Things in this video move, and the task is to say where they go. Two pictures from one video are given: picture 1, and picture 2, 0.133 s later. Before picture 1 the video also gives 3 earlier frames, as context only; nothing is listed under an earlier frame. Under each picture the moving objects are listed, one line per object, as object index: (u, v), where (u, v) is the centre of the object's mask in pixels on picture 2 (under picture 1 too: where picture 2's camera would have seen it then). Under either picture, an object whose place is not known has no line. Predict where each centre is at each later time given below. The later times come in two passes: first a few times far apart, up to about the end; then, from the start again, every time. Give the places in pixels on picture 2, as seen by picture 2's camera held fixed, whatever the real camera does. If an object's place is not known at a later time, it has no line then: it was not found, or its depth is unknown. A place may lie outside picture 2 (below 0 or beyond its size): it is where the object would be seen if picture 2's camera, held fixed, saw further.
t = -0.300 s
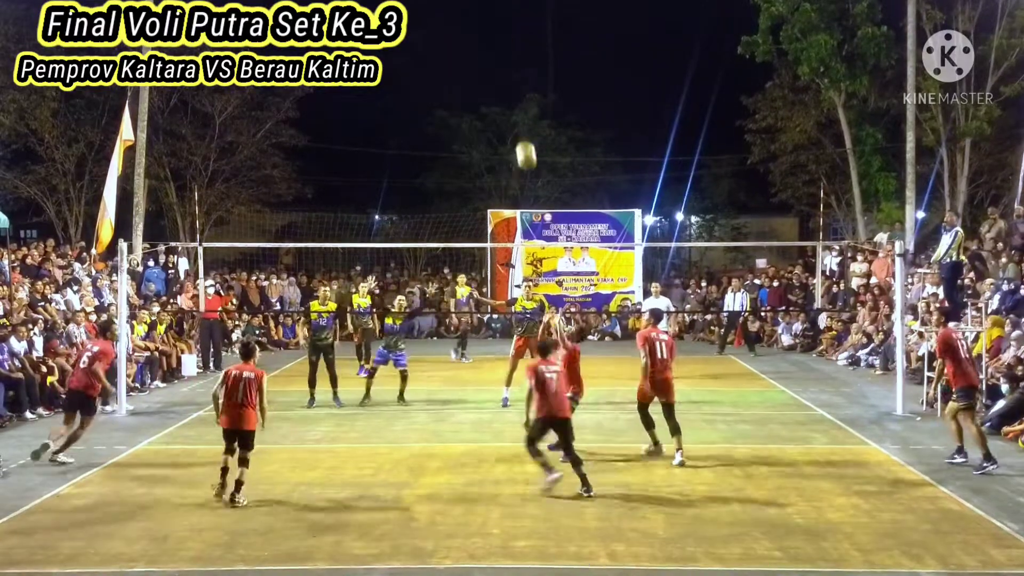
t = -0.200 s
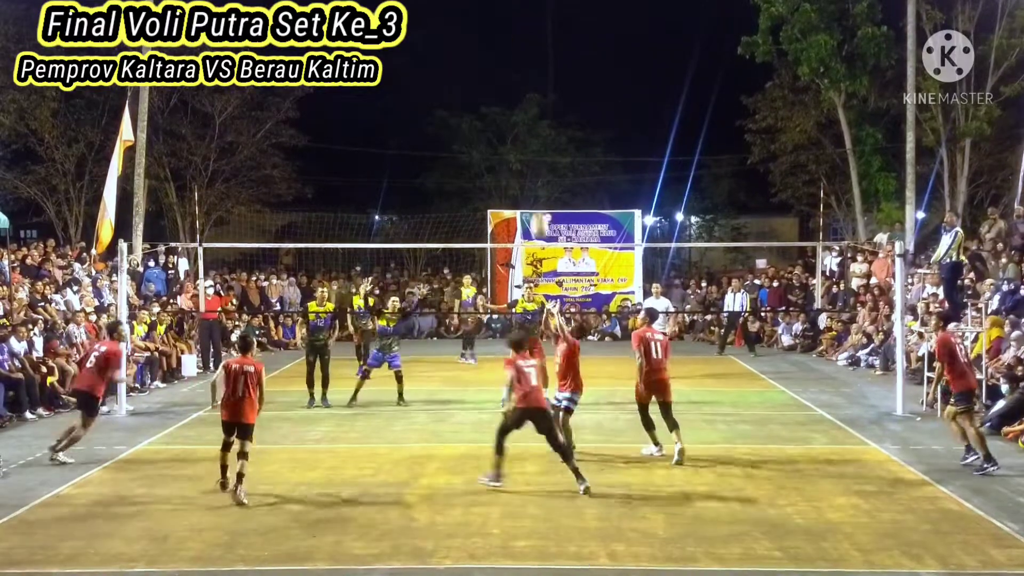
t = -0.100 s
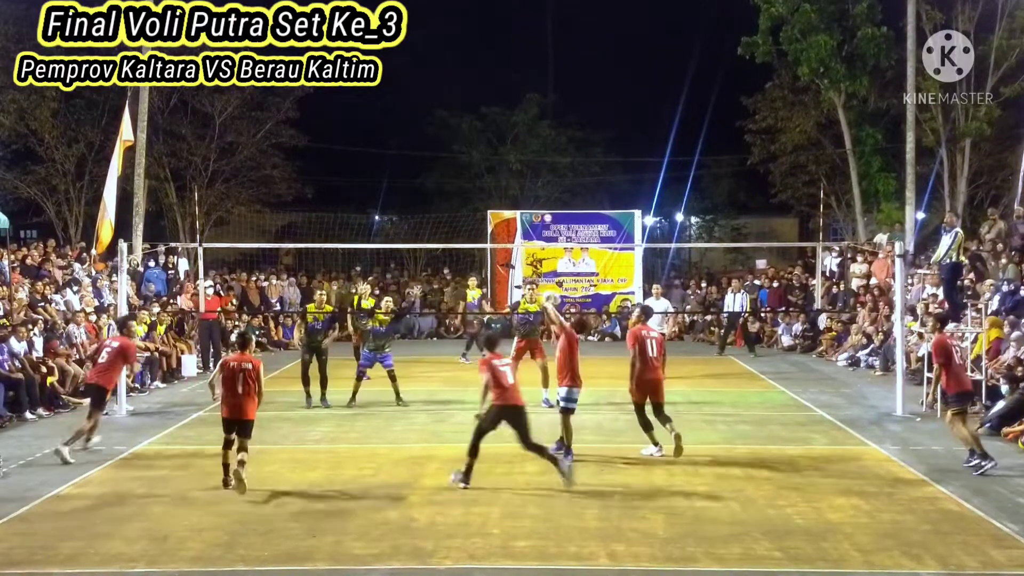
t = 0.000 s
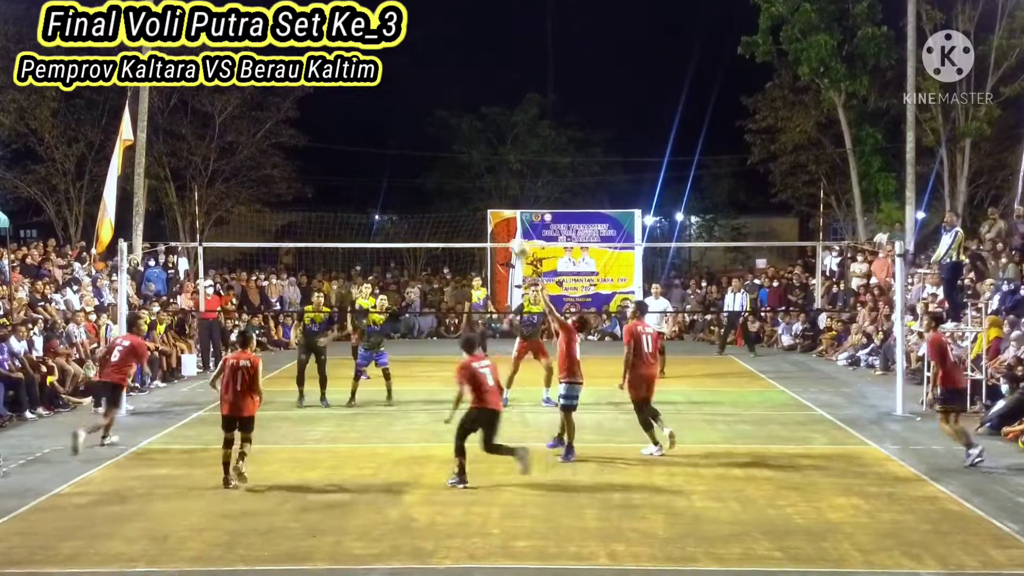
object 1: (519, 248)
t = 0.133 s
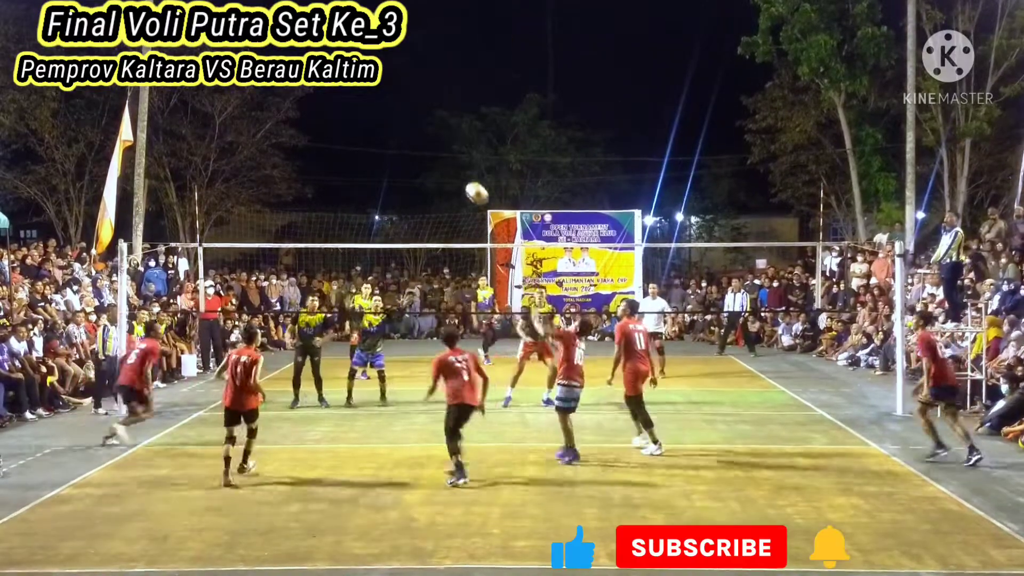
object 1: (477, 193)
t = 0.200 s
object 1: (455, 172)
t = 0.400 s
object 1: (397, 131)
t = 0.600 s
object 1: (344, 125)
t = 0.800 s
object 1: (297, 150)
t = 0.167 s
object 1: (466, 182)
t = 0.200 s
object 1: (455, 172)
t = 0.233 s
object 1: (445, 162)
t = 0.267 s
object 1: (435, 154)
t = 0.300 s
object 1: (425, 147)
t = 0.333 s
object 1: (416, 140)
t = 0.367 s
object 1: (406, 135)
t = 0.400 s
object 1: (397, 131)
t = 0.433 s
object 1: (388, 128)
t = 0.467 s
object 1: (378, 126)
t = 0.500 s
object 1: (370, 124)
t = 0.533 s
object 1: (361, 124)
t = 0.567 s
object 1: (352, 124)
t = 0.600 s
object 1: (344, 125)
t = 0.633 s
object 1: (336, 127)
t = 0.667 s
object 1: (327, 130)
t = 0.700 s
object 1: (319, 134)
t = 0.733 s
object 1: (312, 138)
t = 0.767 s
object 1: (304, 144)
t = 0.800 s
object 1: (297, 150)
